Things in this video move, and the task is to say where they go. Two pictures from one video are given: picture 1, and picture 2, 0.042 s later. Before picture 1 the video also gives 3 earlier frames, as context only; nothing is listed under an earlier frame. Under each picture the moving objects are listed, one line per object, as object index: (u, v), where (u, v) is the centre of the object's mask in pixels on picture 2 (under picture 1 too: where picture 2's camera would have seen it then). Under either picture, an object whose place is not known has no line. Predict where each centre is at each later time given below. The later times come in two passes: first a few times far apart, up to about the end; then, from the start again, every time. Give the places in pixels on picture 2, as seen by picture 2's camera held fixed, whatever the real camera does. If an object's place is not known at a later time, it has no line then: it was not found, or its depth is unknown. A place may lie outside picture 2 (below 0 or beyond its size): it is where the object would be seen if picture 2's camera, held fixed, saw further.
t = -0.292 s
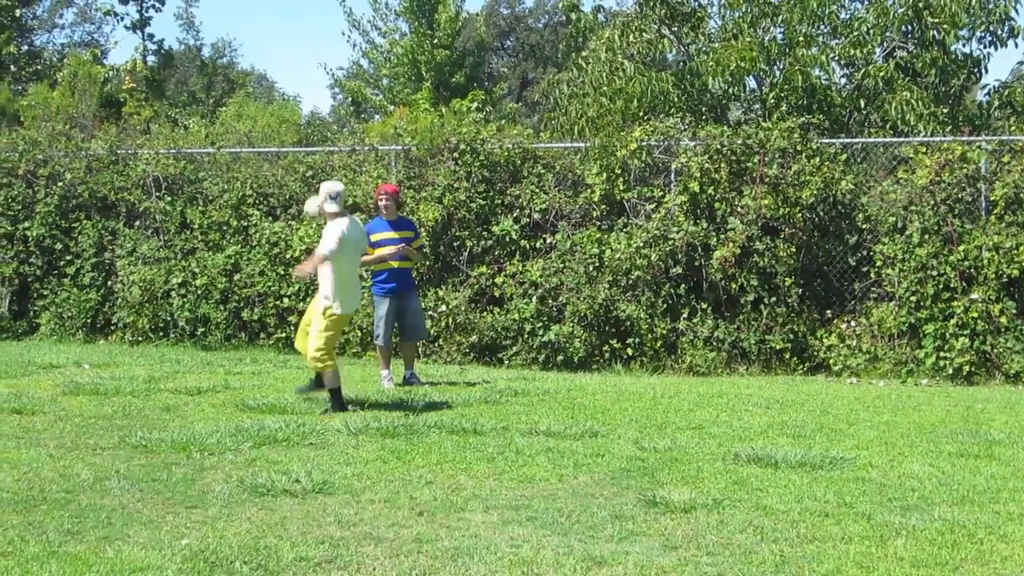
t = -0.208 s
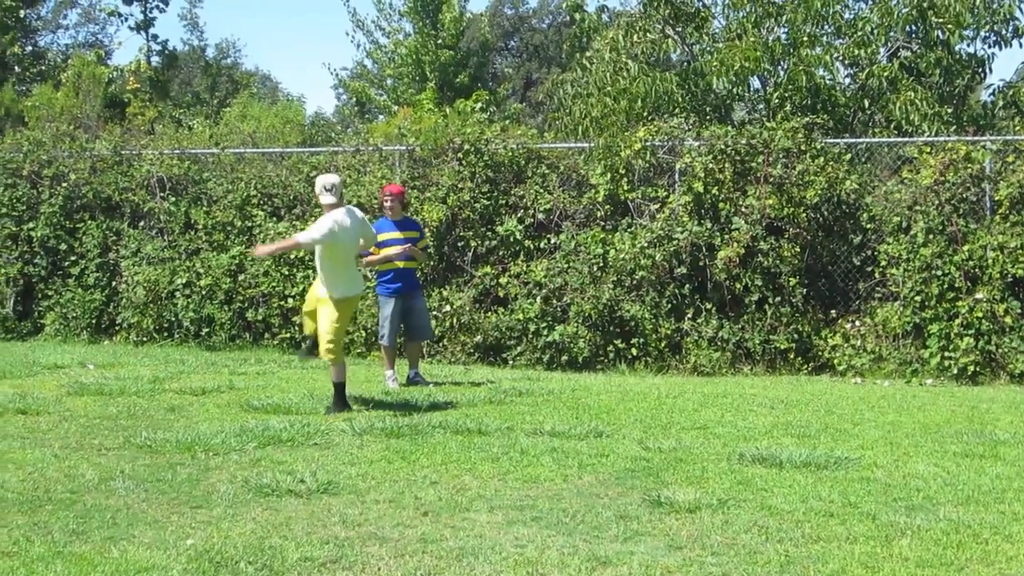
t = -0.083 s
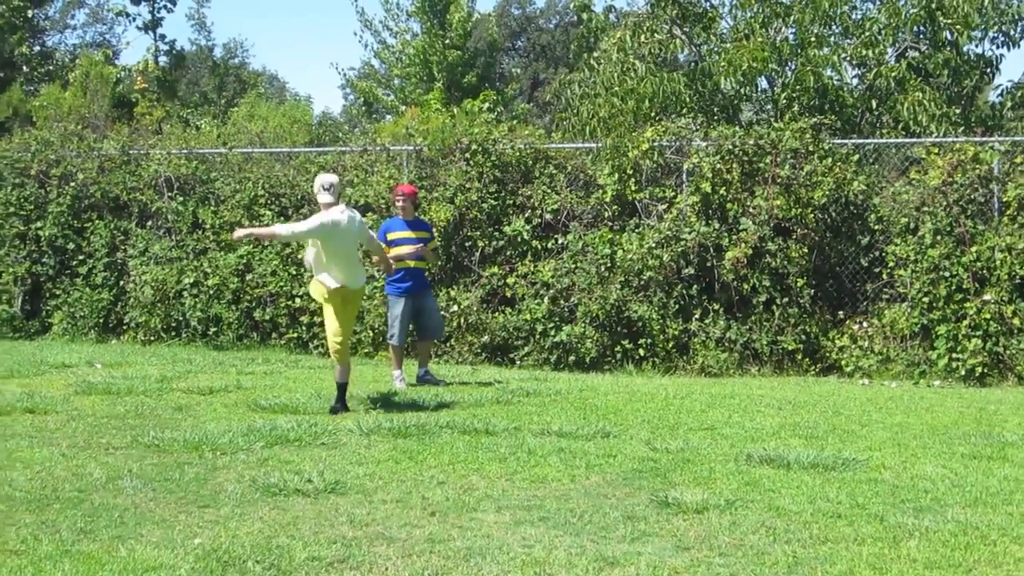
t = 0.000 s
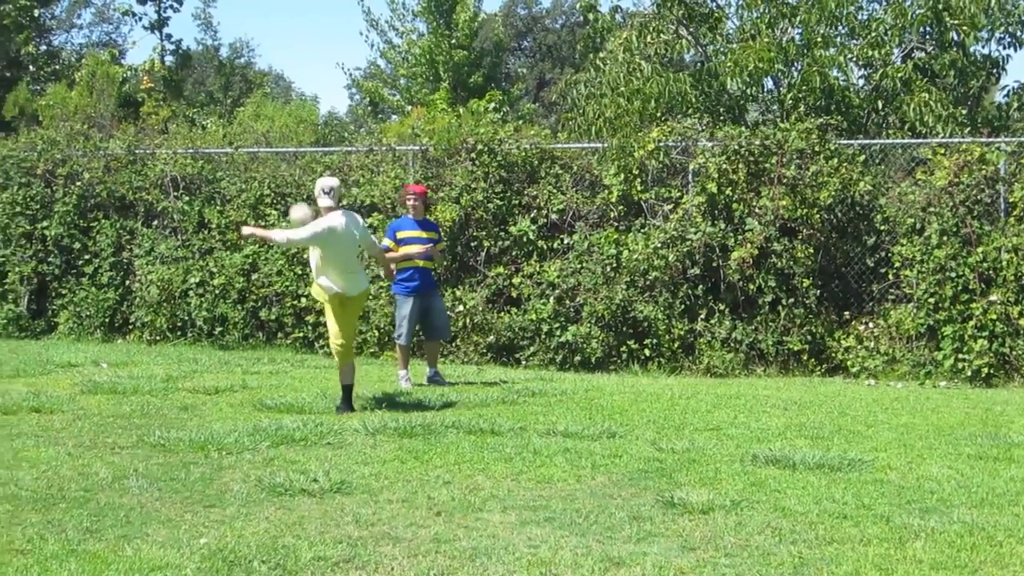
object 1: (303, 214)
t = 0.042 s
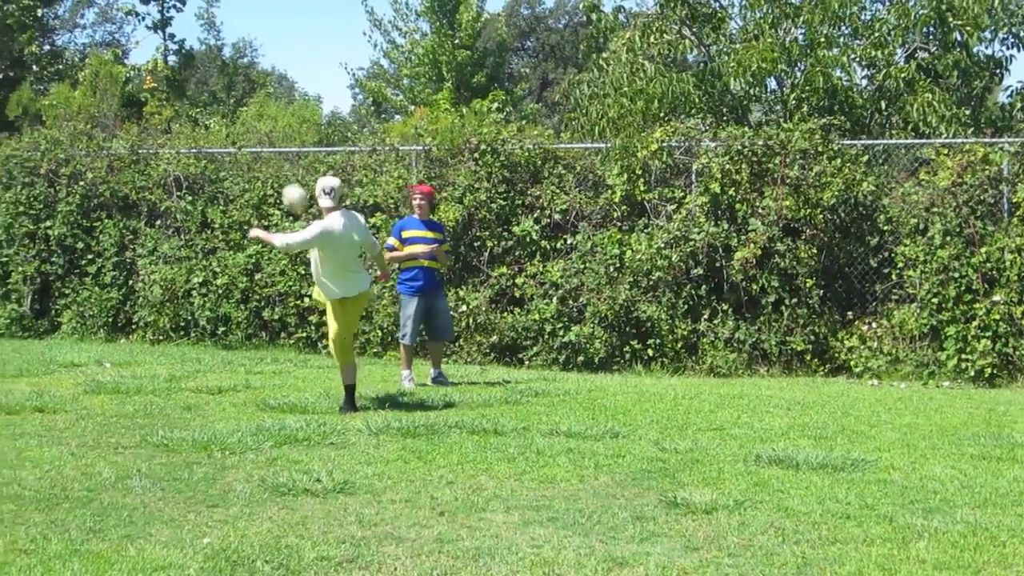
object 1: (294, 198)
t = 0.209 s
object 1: (253, 141)
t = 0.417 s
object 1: (197, 122)
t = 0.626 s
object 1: (137, 164)
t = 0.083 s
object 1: (283, 180)
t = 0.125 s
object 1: (273, 165)
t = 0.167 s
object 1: (262, 151)
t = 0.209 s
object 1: (253, 141)
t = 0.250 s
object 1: (242, 132)
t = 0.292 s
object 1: (231, 125)
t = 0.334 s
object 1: (220, 122)
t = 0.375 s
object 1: (209, 121)
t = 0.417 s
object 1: (197, 122)
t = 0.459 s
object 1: (185, 124)
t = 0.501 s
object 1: (175, 130)
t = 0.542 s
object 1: (161, 138)
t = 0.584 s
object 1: (148, 151)
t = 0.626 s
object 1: (137, 164)
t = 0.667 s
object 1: (126, 185)
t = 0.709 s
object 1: (114, 204)
